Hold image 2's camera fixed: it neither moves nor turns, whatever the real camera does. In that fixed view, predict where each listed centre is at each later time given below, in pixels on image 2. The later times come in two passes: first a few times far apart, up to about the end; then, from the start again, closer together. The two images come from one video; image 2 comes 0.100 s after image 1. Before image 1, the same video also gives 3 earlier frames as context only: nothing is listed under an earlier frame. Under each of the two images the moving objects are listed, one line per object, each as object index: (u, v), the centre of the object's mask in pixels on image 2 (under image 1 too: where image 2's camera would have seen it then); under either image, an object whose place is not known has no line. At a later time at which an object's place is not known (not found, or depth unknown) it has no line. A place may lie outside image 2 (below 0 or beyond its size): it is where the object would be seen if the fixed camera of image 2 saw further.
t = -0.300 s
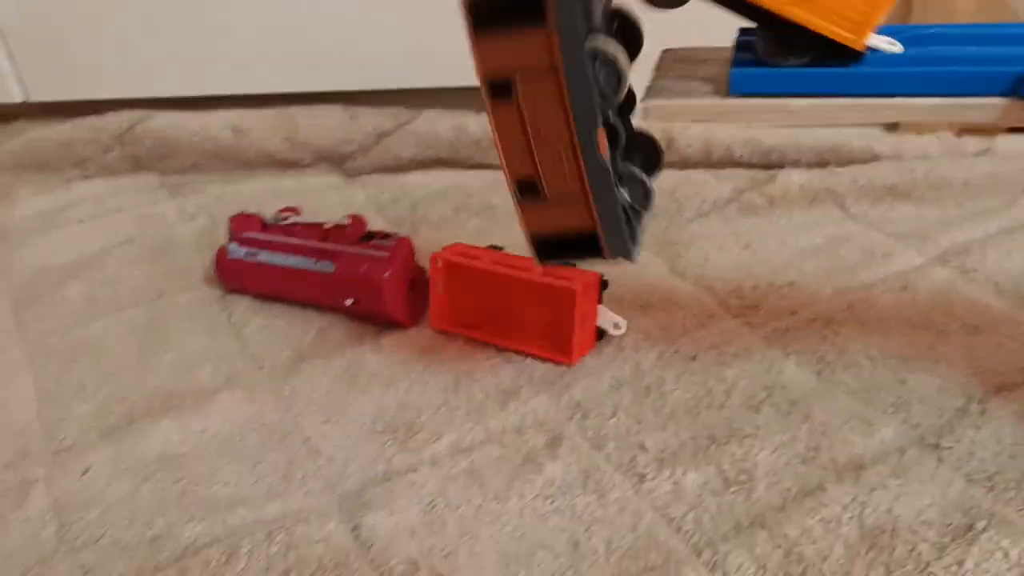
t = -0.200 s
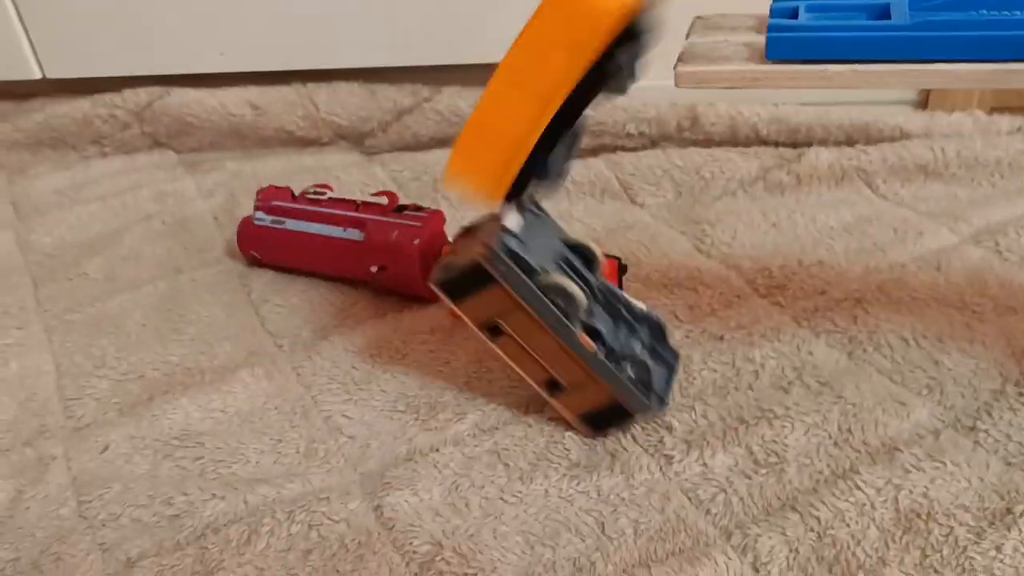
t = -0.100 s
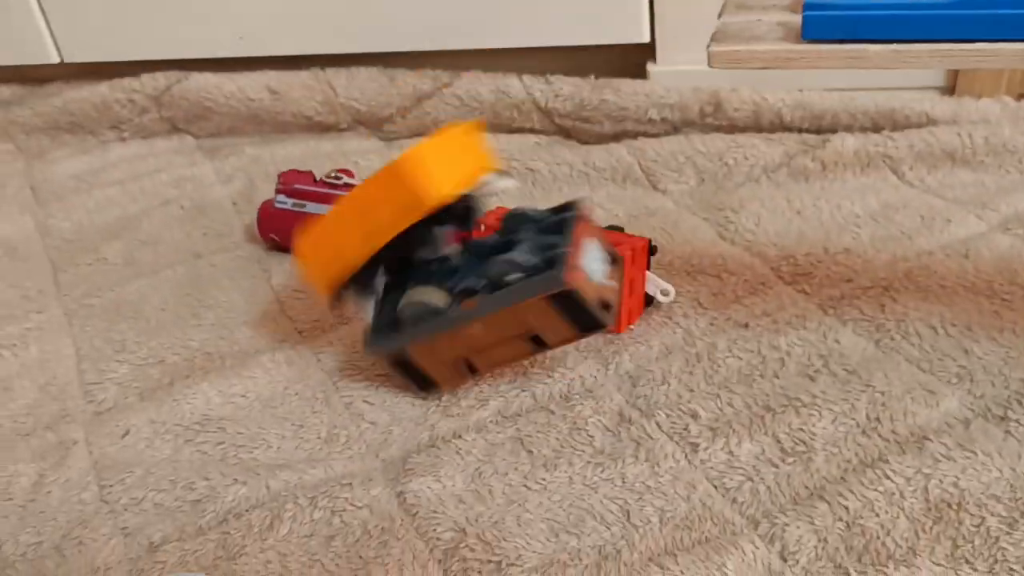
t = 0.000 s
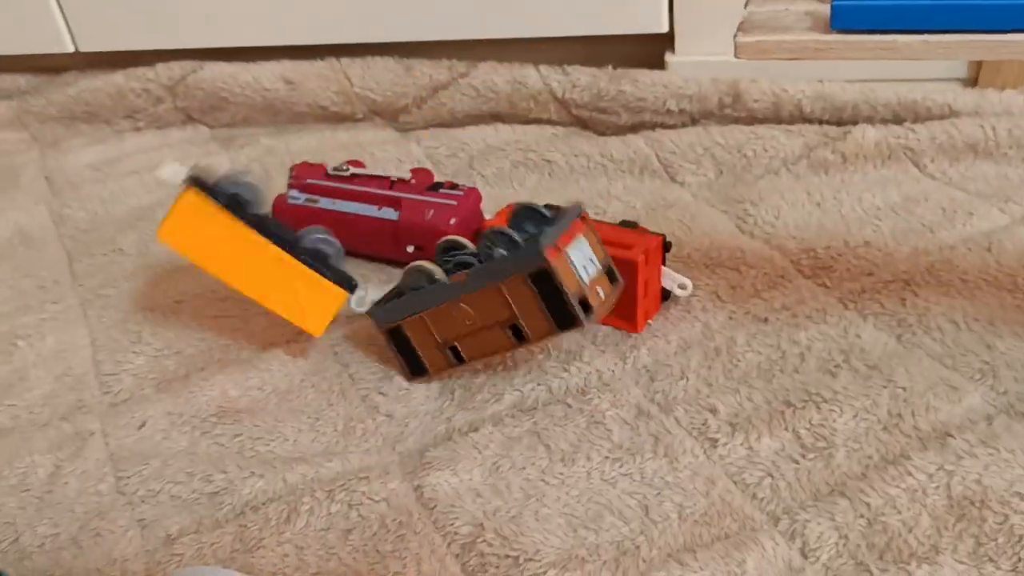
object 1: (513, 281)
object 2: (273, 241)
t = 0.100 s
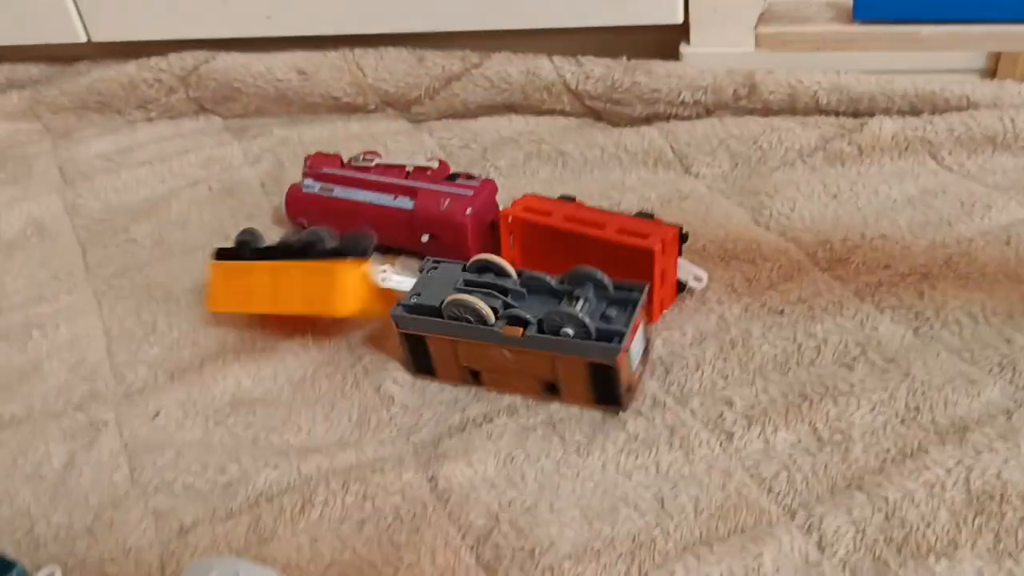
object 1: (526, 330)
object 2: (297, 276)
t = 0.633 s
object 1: (534, 336)
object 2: (311, 311)
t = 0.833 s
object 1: (537, 338)
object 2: (311, 311)
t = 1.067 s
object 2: (310, 311)
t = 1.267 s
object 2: (310, 311)
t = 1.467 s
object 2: (310, 311)
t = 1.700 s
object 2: (310, 311)
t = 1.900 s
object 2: (310, 311)
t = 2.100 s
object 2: (310, 311)
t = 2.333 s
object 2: (310, 311)
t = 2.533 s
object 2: (310, 311)
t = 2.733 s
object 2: (310, 311)
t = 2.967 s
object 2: (310, 311)
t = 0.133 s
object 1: (533, 340)
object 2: (315, 275)
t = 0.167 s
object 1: (536, 340)
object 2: (317, 288)
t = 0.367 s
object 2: (310, 311)
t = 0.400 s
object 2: (311, 311)
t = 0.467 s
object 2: (311, 311)
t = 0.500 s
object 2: (311, 311)
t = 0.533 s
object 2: (311, 311)
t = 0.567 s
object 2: (311, 311)
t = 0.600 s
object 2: (311, 311)
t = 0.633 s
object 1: (534, 336)
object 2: (311, 311)
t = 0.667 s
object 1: (534, 336)
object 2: (311, 311)
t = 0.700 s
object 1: (534, 336)
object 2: (311, 311)
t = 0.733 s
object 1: (534, 336)
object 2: (311, 311)
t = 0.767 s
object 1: (535, 337)
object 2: (311, 311)
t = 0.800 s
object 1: (534, 336)
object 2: (311, 311)
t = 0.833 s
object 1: (537, 338)
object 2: (311, 311)
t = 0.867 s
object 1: (535, 337)
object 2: (311, 311)
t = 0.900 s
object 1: (538, 338)
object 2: (311, 311)
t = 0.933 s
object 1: (538, 338)
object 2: (310, 311)
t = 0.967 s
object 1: (535, 336)
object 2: (310, 311)
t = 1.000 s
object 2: (310, 311)
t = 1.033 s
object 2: (310, 311)
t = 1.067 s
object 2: (310, 311)
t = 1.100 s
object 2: (310, 311)
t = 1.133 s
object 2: (310, 311)
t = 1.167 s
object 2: (310, 311)
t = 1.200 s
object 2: (310, 311)
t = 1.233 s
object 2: (310, 311)
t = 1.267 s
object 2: (310, 311)
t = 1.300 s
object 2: (310, 311)
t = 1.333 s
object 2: (310, 311)
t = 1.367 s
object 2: (310, 311)
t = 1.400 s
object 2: (310, 311)
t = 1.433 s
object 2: (310, 311)
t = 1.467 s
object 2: (310, 311)
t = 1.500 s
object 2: (310, 311)
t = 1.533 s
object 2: (310, 311)
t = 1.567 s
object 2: (310, 311)
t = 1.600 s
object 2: (310, 311)
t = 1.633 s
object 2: (310, 311)
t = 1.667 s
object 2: (310, 311)
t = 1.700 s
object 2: (310, 311)
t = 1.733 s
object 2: (310, 311)
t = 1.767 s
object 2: (310, 311)
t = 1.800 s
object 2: (310, 311)
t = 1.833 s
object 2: (310, 311)
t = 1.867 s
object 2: (310, 311)
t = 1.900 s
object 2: (310, 311)
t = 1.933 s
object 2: (310, 311)
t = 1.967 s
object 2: (310, 311)
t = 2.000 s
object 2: (310, 311)
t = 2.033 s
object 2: (310, 311)
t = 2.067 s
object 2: (310, 311)
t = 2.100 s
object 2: (310, 311)
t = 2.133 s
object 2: (310, 311)
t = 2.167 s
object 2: (310, 311)
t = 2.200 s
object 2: (310, 311)
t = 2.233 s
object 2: (310, 311)
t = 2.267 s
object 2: (310, 311)
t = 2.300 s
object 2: (310, 311)
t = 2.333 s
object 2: (310, 311)
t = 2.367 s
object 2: (310, 311)
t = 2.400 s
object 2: (310, 311)
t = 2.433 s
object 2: (310, 311)
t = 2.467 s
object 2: (310, 311)
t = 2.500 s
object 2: (310, 311)
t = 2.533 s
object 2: (310, 311)
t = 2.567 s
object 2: (310, 311)
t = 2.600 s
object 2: (310, 311)
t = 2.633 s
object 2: (310, 311)
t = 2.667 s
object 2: (310, 311)
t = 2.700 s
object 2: (310, 311)
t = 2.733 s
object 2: (310, 311)
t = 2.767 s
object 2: (310, 311)
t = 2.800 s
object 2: (310, 311)
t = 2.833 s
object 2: (310, 311)
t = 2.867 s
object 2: (310, 311)
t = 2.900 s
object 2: (310, 311)
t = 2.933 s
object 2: (310, 311)
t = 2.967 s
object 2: (310, 311)
